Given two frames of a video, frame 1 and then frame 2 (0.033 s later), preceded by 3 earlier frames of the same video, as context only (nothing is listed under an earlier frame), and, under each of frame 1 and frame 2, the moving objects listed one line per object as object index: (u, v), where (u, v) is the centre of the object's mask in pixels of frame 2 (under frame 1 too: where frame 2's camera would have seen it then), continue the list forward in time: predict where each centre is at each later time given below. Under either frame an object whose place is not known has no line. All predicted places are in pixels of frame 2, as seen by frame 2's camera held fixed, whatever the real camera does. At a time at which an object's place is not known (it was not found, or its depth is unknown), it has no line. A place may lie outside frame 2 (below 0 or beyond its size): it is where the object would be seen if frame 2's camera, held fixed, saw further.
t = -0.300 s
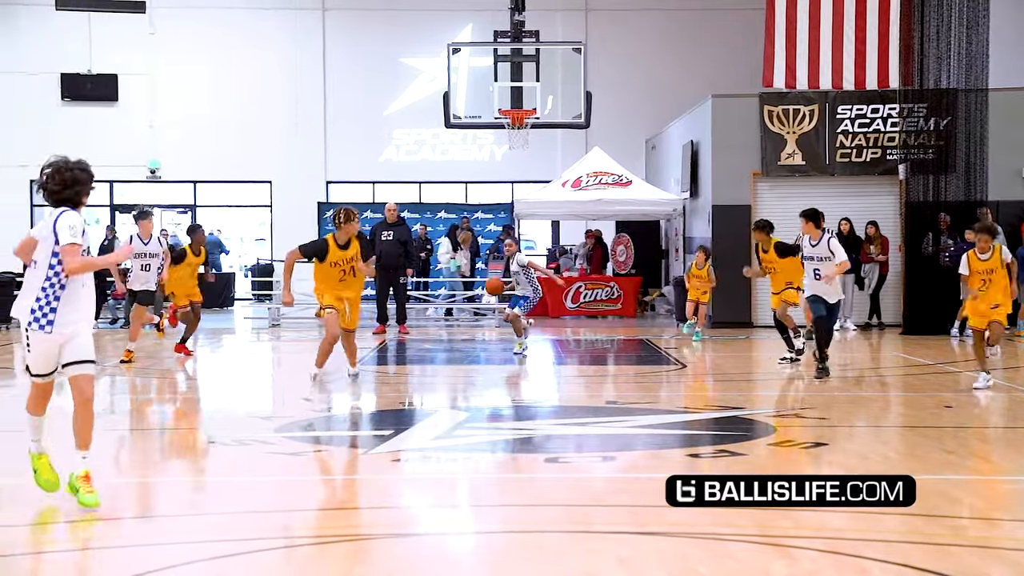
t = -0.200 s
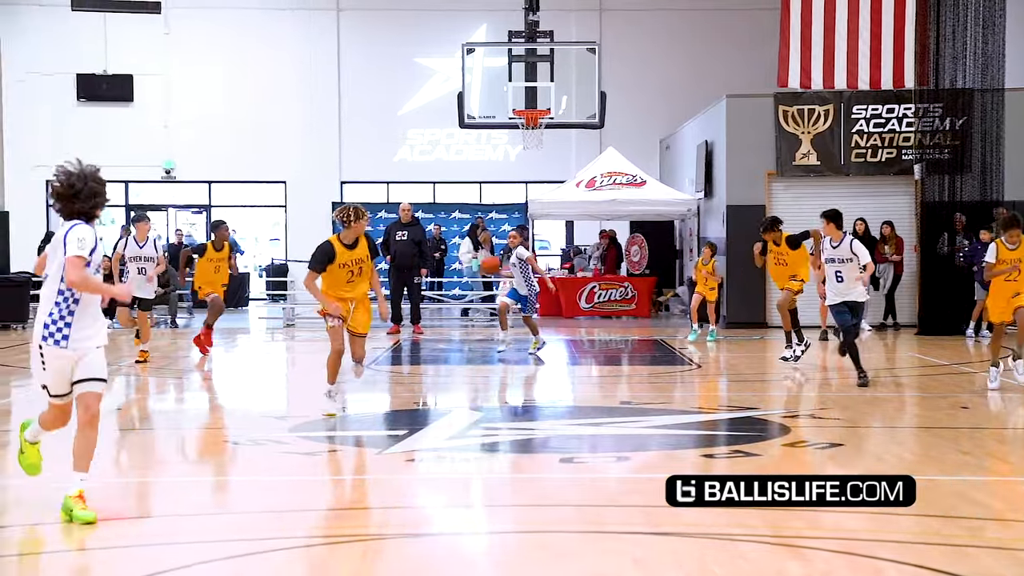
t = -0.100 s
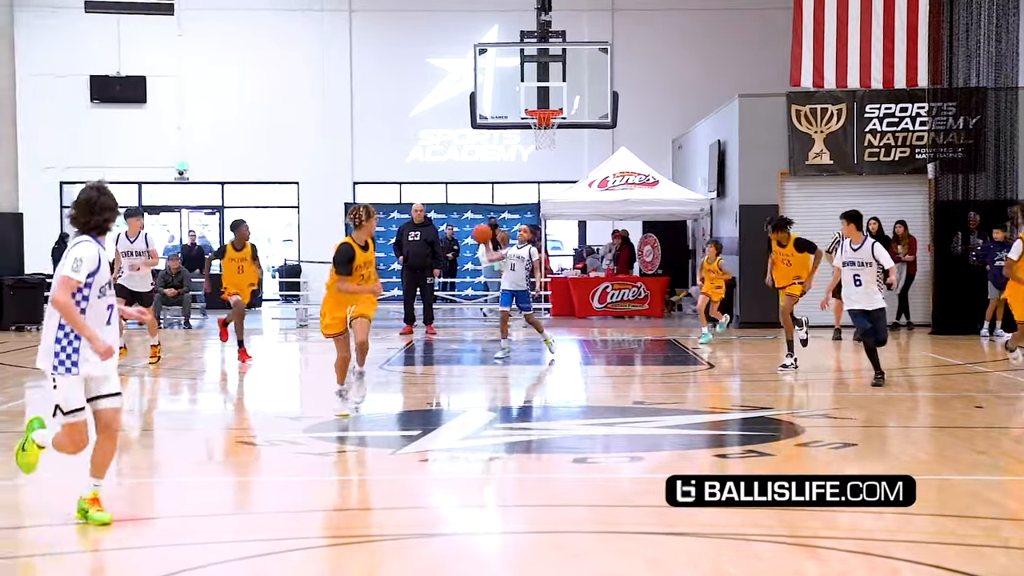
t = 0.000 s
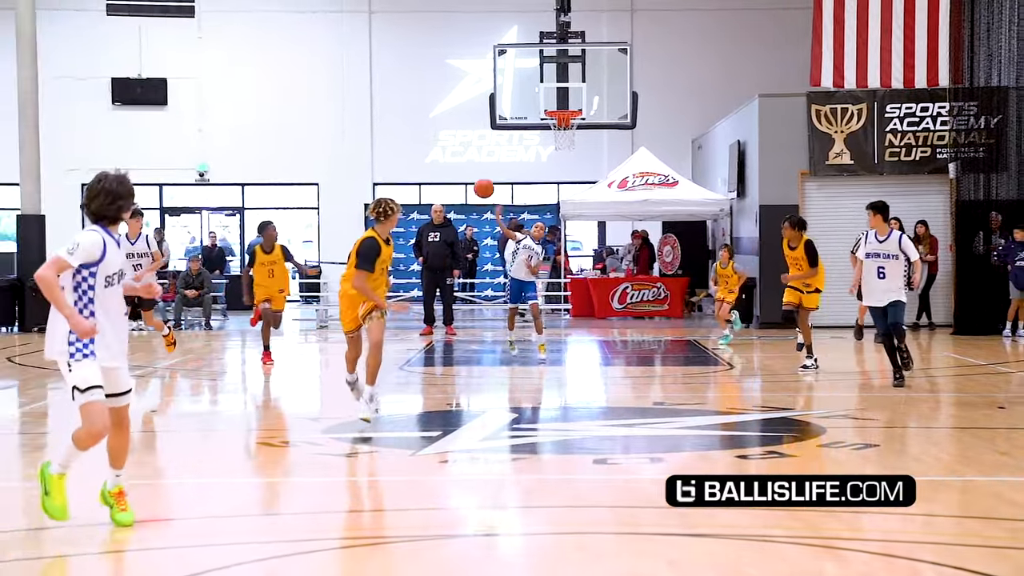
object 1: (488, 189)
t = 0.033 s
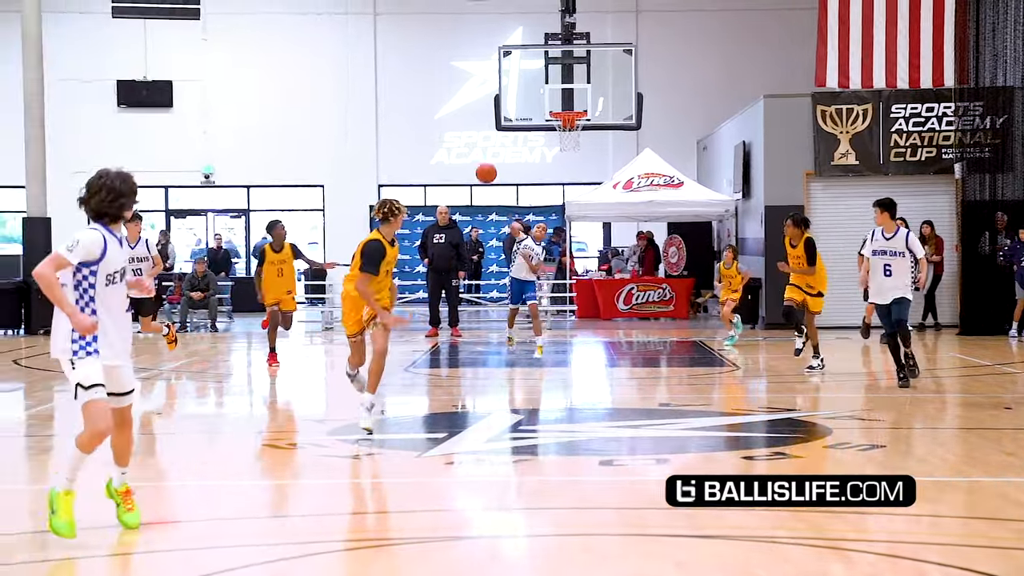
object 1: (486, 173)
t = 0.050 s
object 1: (485, 165)
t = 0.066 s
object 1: (484, 156)
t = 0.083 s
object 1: (484, 148)
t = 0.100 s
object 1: (483, 139)
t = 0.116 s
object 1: (483, 132)
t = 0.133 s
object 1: (482, 123)
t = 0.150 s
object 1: (481, 116)
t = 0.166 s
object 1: (480, 108)
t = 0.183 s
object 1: (479, 101)
